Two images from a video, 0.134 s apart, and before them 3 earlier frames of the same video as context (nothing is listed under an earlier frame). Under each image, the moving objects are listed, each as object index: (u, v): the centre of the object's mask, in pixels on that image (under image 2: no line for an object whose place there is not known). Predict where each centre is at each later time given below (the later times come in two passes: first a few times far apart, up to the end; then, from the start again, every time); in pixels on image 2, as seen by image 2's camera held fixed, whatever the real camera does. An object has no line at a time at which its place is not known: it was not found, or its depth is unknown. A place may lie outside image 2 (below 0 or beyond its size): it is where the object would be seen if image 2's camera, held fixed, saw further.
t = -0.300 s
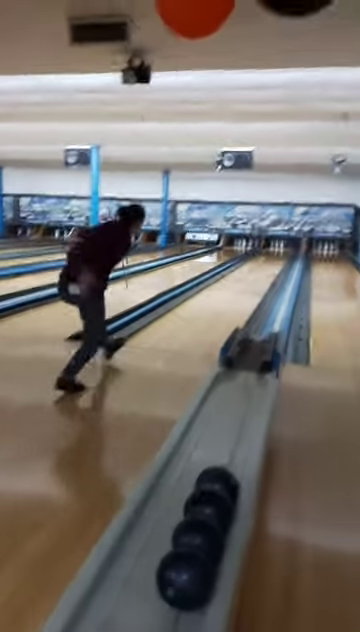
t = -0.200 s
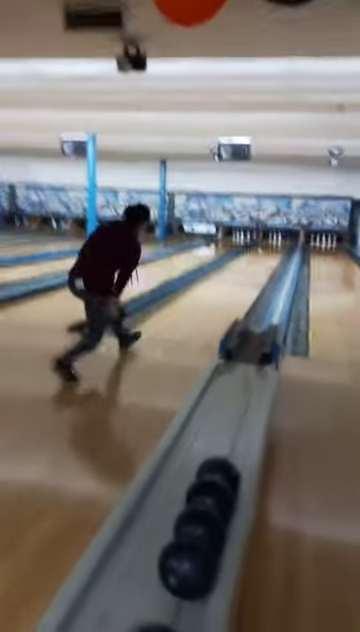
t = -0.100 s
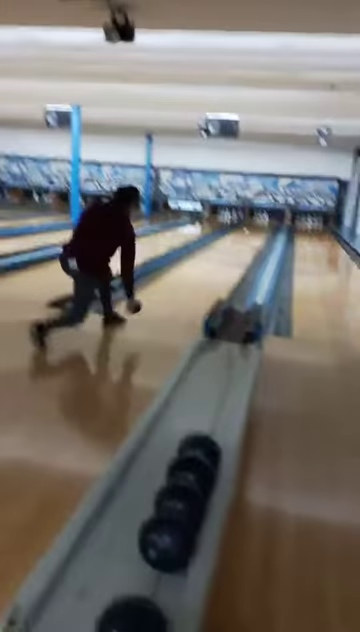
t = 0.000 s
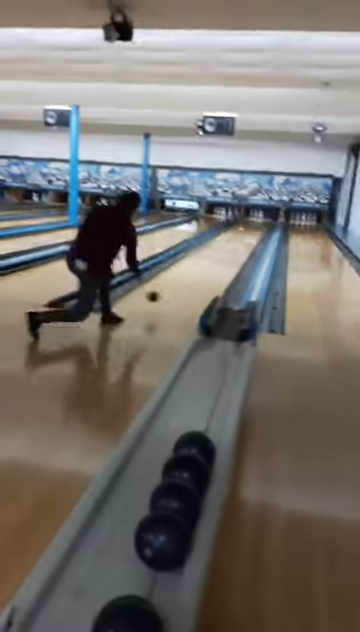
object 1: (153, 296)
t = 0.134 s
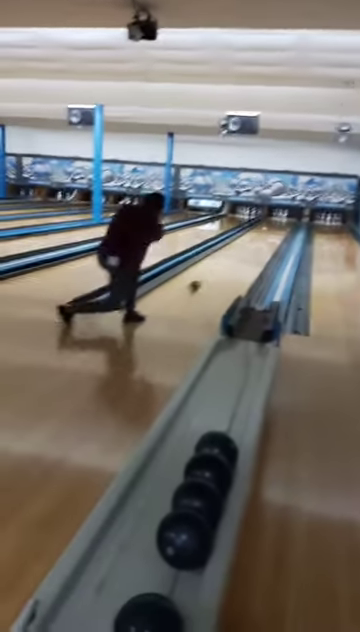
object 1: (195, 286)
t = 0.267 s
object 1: (208, 273)
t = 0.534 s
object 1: (227, 254)
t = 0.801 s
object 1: (240, 244)
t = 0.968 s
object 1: (246, 239)
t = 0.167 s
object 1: (198, 283)
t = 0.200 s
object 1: (201, 280)
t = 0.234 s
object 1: (204, 276)
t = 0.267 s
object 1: (208, 273)
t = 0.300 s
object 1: (211, 270)
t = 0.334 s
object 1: (214, 267)
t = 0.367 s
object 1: (217, 265)
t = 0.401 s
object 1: (218, 263)
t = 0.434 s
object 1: (221, 261)
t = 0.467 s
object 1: (223, 259)
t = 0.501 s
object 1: (226, 257)
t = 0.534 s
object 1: (227, 254)
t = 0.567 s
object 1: (229, 253)
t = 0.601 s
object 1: (231, 252)
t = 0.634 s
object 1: (232, 250)
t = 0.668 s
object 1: (234, 249)
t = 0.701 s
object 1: (236, 247)
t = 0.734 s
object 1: (237, 246)
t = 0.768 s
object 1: (239, 245)
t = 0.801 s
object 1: (240, 244)
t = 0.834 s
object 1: (241, 243)
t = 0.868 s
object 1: (243, 242)
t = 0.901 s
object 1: (244, 241)
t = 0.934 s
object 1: (245, 240)
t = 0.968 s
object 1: (246, 239)
